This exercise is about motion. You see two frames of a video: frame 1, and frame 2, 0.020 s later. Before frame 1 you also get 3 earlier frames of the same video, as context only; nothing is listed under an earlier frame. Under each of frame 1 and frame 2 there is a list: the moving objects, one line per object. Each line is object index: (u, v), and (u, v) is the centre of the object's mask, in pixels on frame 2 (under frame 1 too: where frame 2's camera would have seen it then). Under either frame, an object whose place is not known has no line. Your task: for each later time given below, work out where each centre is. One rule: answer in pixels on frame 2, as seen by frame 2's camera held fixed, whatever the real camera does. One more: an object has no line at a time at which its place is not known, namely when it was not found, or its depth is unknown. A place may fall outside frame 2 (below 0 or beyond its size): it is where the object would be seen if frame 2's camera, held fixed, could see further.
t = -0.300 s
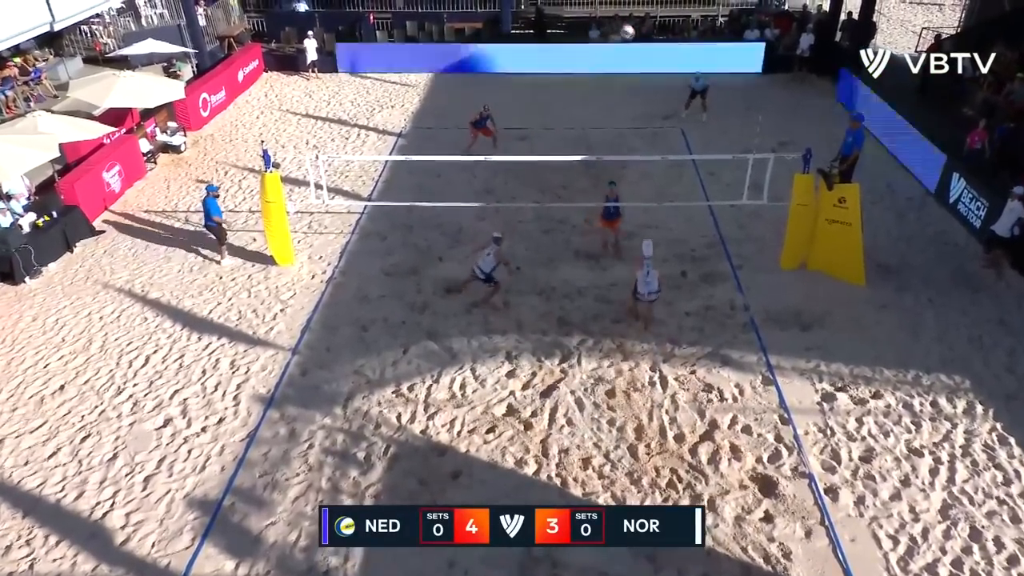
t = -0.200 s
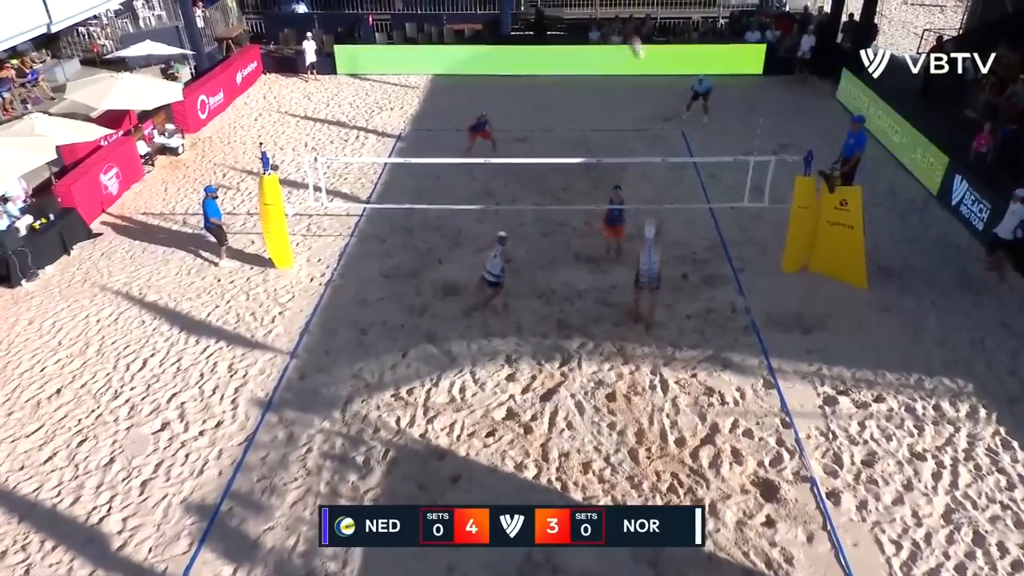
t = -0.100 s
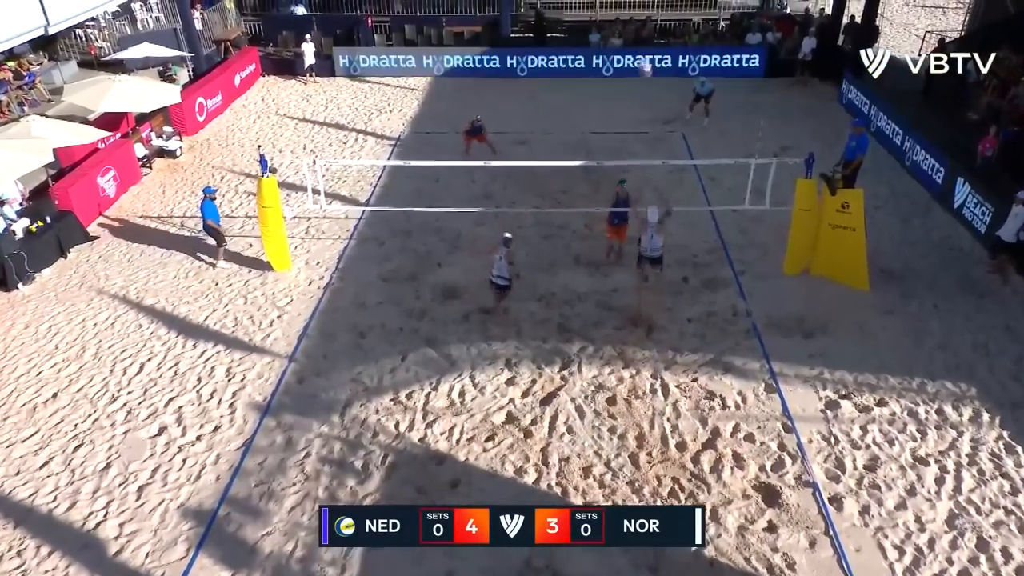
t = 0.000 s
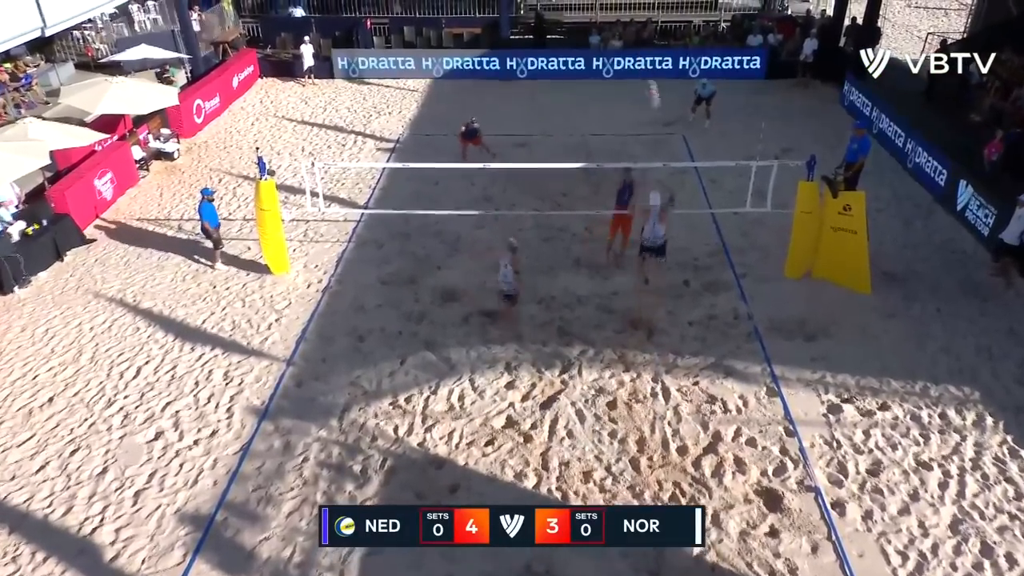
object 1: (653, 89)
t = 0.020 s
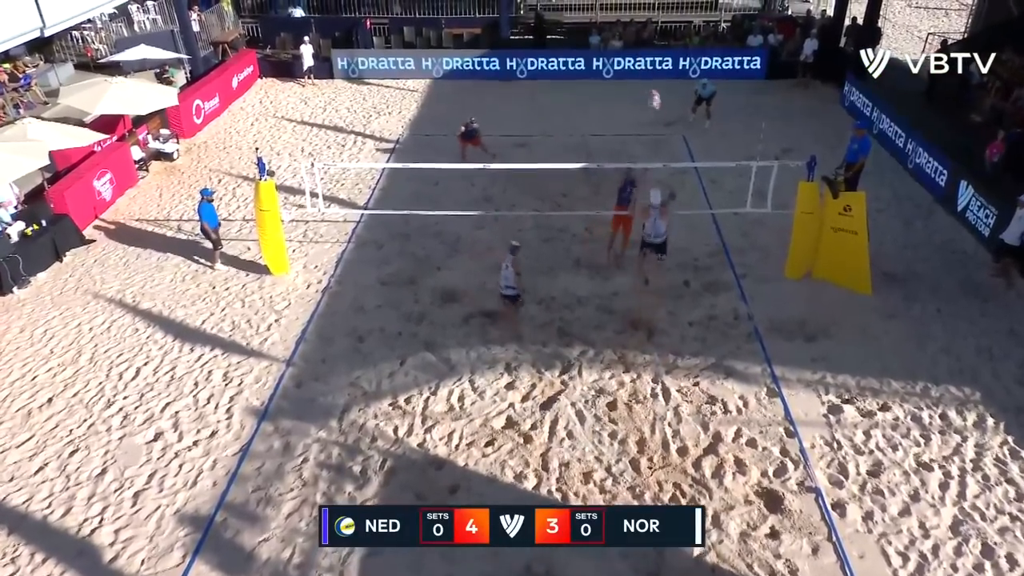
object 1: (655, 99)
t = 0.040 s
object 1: (657, 106)
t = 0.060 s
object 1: (658, 111)
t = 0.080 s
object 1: (659, 116)
